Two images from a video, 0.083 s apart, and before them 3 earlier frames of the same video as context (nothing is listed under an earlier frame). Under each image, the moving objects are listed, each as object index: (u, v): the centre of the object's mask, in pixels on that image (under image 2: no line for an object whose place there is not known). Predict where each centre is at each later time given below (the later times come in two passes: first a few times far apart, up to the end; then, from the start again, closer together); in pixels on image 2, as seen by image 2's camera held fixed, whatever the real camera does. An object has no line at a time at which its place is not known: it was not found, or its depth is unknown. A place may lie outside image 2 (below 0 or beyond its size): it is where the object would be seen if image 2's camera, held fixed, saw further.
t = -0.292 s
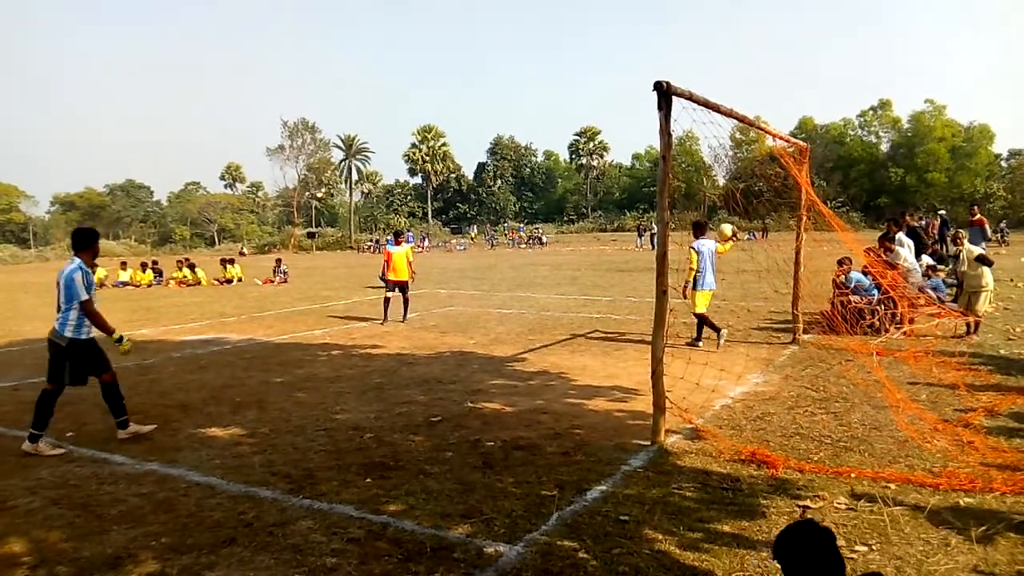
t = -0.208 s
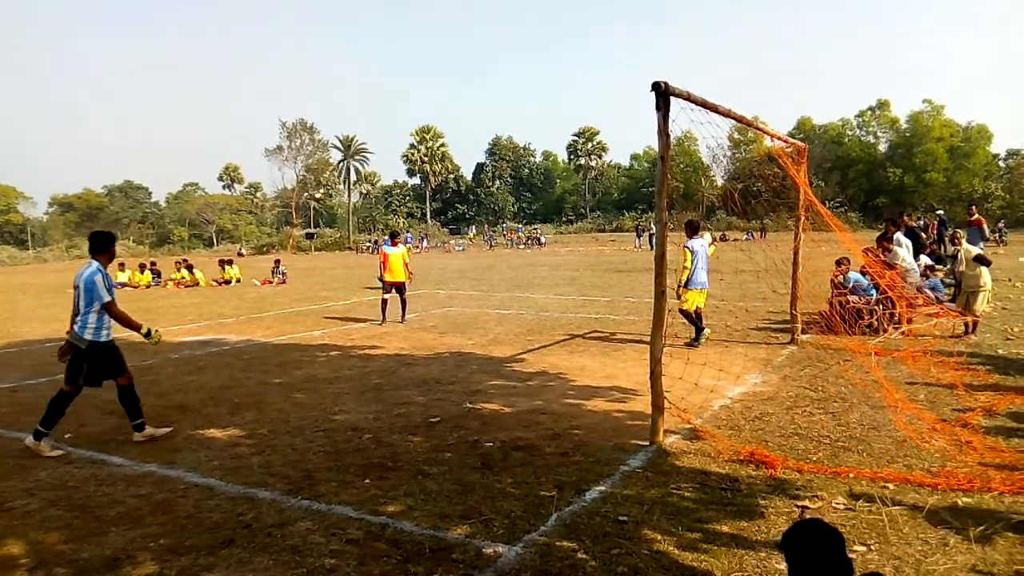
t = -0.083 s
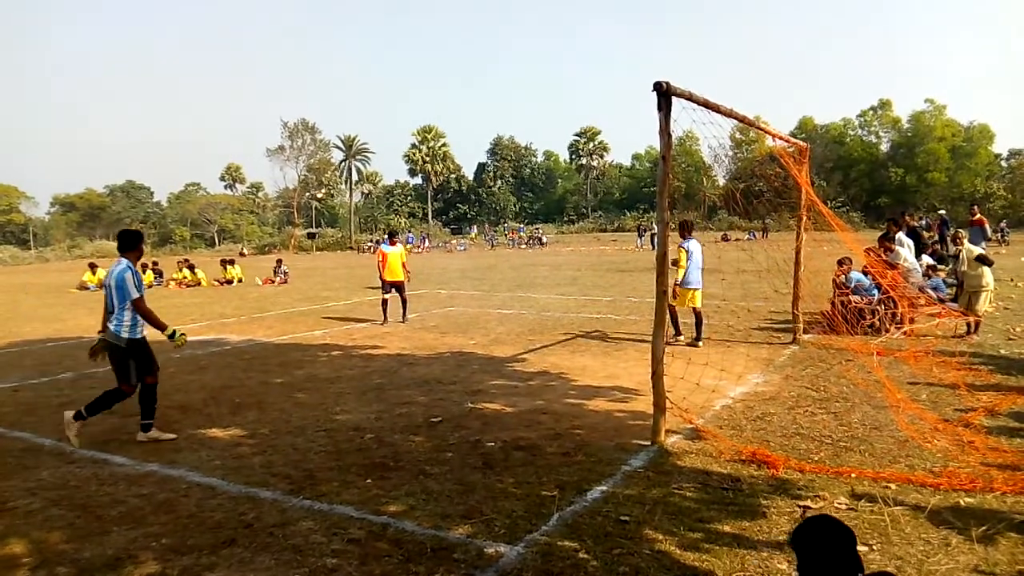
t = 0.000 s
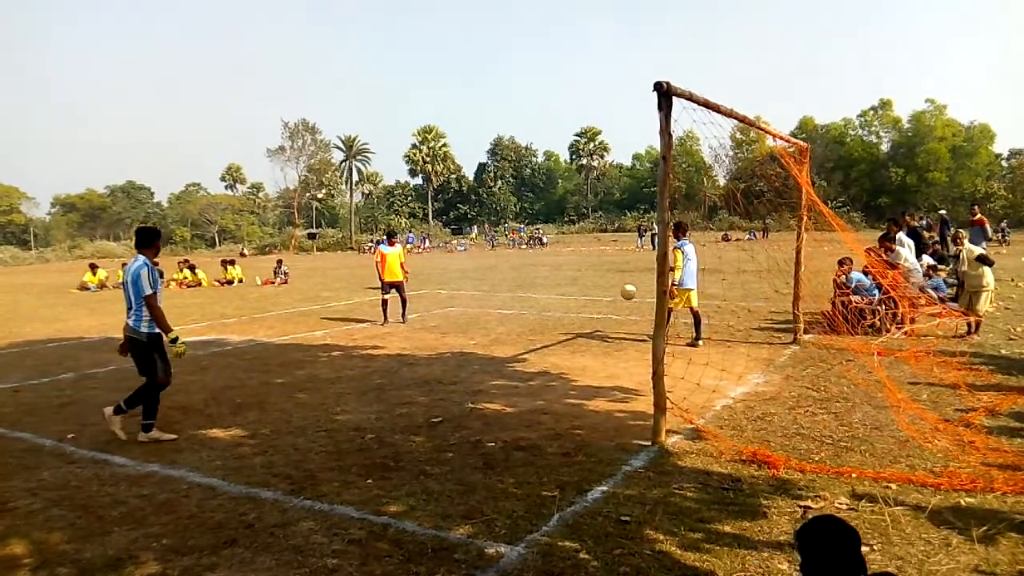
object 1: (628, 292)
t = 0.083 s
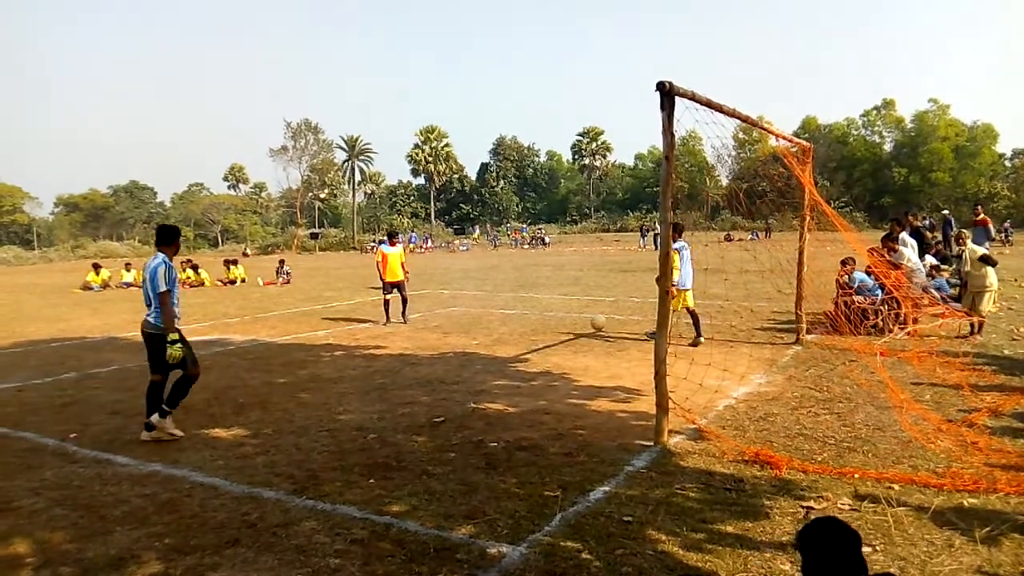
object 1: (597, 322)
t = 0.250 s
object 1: (563, 288)
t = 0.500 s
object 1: (516, 250)
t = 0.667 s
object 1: (486, 248)
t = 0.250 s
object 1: (563, 288)
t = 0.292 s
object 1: (555, 279)
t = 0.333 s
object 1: (547, 270)
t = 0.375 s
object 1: (540, 264)
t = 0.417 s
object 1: (532, 258)
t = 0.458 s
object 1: (524, 253)
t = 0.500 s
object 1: (516, 250)
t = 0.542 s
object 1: (509, 247)
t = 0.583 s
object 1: (501, 247)
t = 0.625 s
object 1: (493, 247)
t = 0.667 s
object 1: (486, 248)
